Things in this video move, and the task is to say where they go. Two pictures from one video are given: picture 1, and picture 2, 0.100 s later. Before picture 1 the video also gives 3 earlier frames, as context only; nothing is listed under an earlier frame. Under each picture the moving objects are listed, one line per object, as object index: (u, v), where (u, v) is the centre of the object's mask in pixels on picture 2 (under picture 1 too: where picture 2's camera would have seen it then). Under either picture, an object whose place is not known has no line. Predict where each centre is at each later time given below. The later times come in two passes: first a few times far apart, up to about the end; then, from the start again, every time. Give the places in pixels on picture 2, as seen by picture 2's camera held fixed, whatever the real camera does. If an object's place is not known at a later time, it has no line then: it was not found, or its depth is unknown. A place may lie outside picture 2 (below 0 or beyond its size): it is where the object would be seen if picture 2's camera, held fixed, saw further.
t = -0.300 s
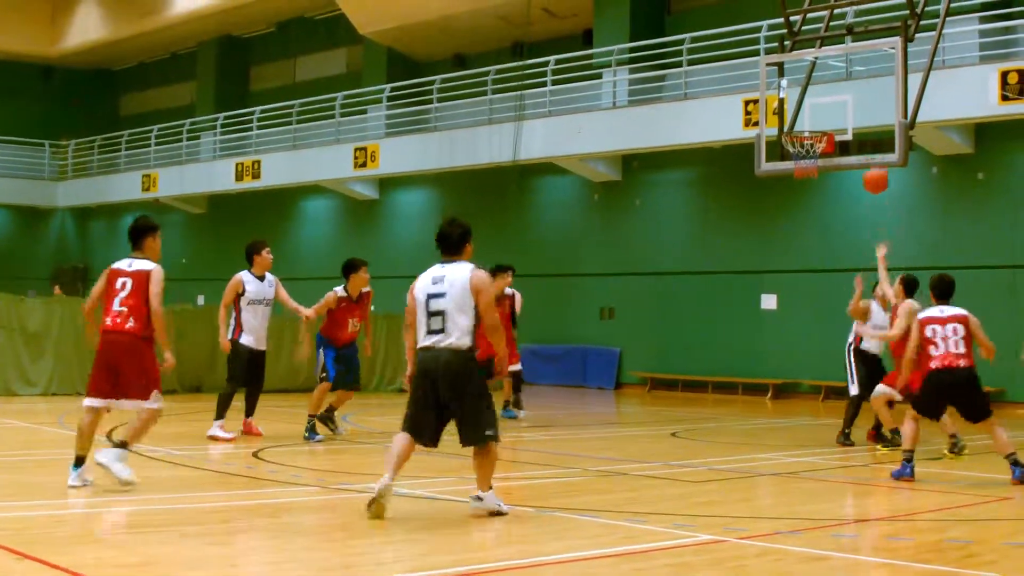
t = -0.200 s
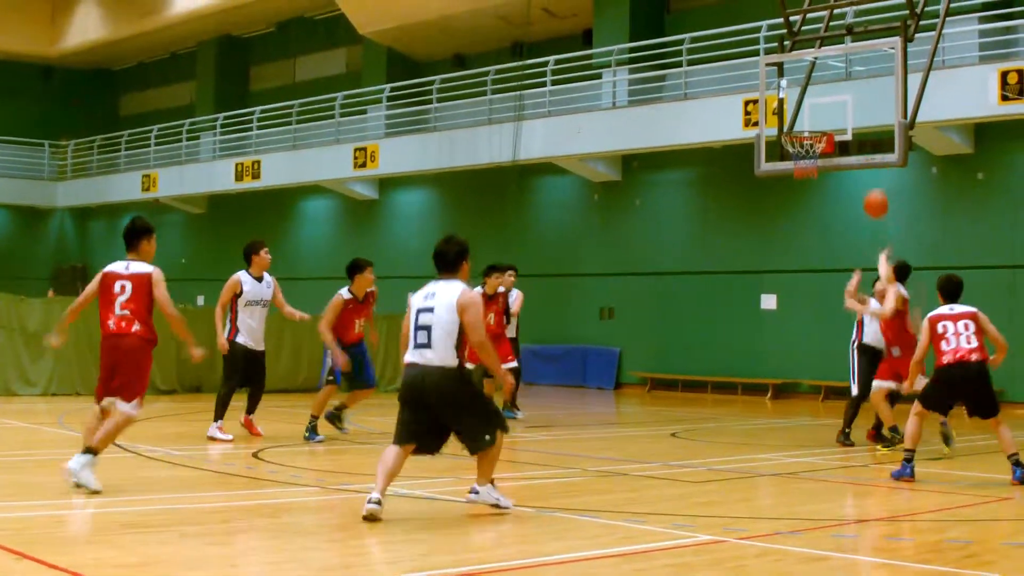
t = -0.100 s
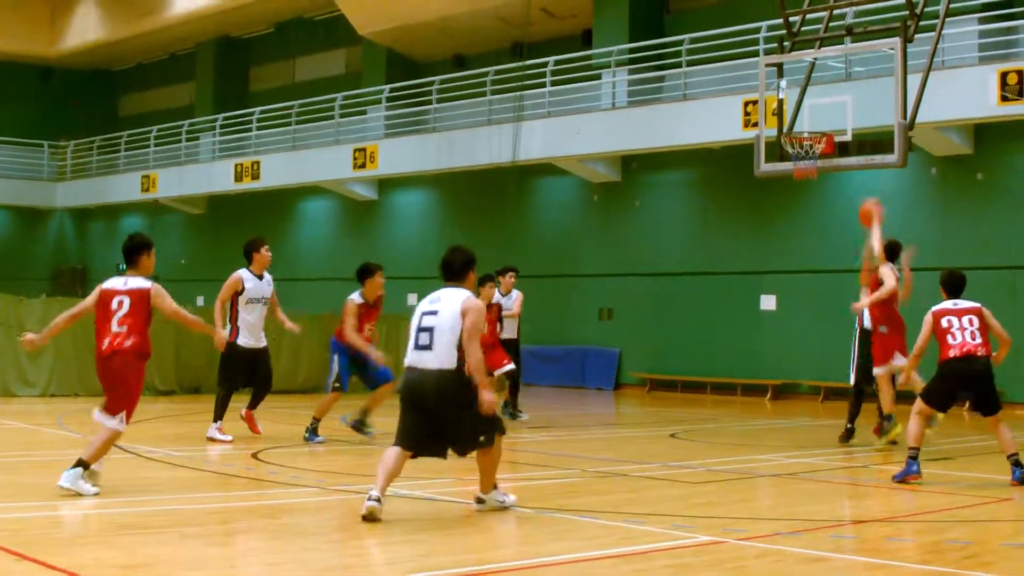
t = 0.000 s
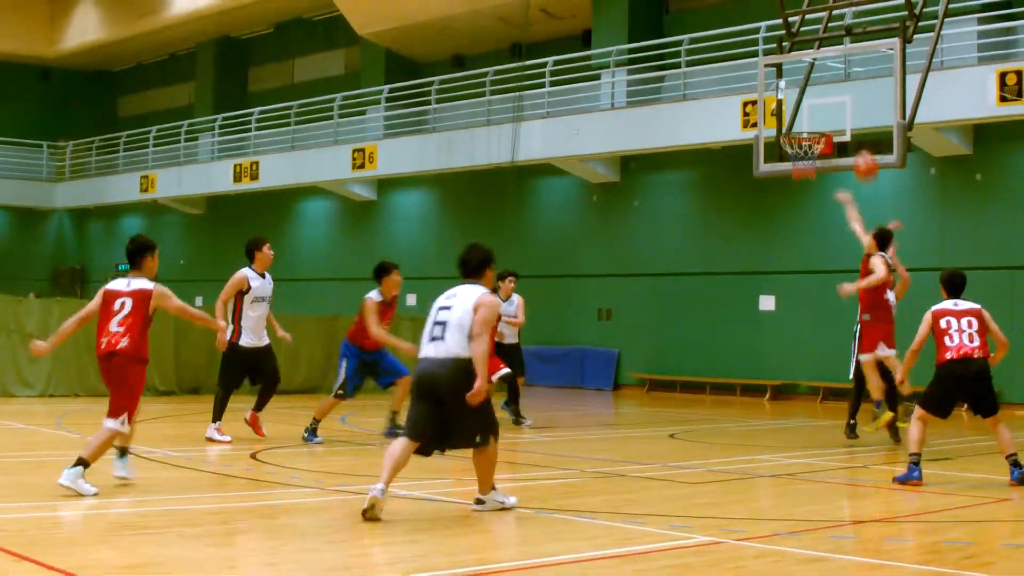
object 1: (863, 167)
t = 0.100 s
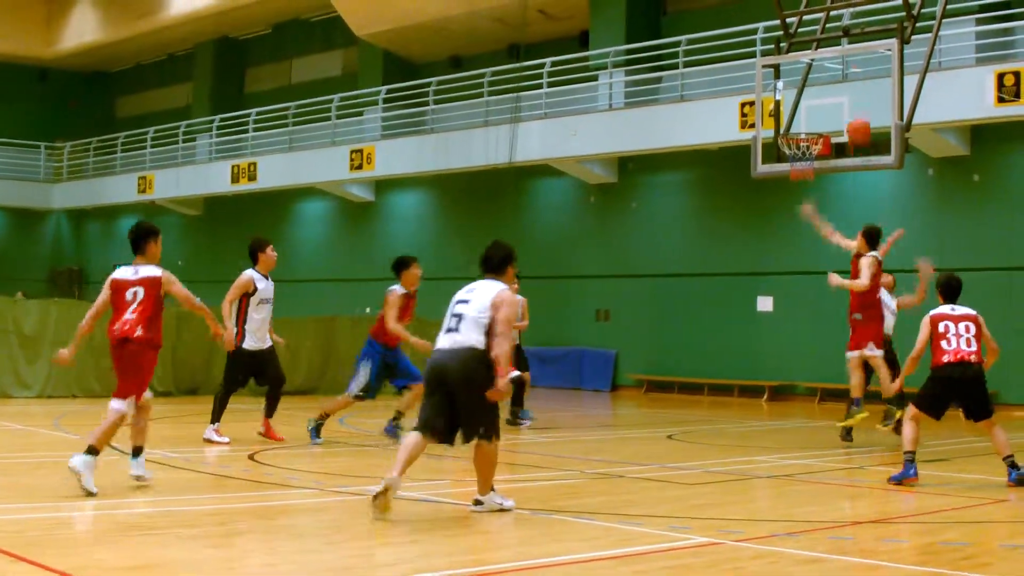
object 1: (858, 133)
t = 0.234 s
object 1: (853, 95)
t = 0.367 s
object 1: (848, 76)
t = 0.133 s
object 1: (858, 121)
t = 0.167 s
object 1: (857, 111)
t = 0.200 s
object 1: (855, 103)
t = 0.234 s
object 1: (853, 95)
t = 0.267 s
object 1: (852, 87)
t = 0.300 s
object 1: (850, 82)
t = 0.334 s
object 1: (850, 79)
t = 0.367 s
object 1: (848, 76)
